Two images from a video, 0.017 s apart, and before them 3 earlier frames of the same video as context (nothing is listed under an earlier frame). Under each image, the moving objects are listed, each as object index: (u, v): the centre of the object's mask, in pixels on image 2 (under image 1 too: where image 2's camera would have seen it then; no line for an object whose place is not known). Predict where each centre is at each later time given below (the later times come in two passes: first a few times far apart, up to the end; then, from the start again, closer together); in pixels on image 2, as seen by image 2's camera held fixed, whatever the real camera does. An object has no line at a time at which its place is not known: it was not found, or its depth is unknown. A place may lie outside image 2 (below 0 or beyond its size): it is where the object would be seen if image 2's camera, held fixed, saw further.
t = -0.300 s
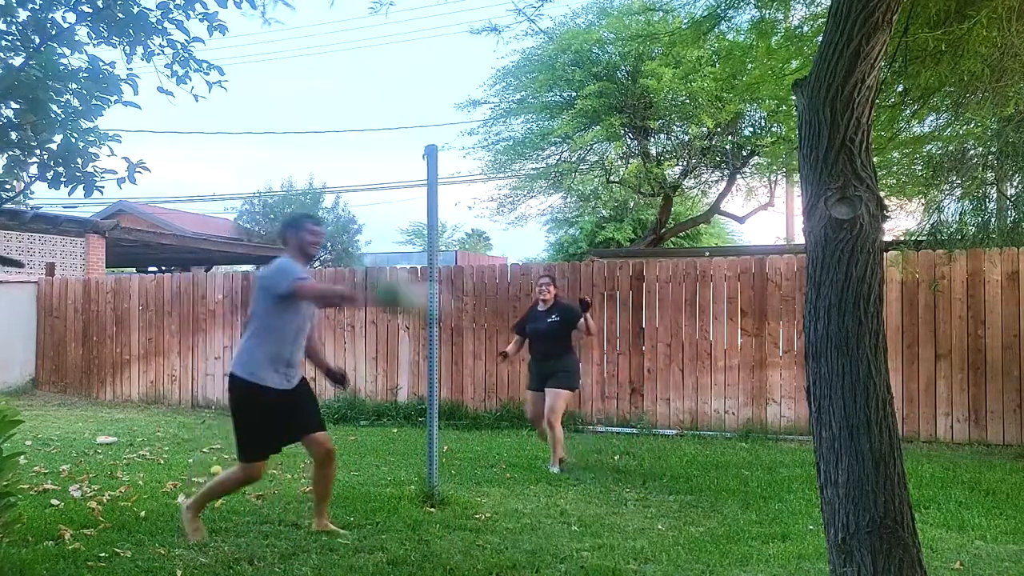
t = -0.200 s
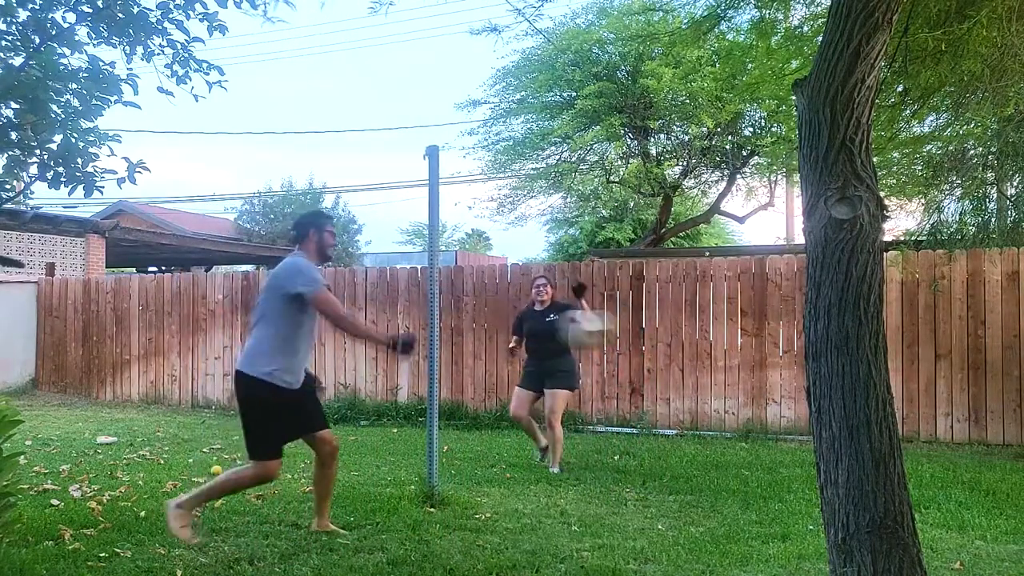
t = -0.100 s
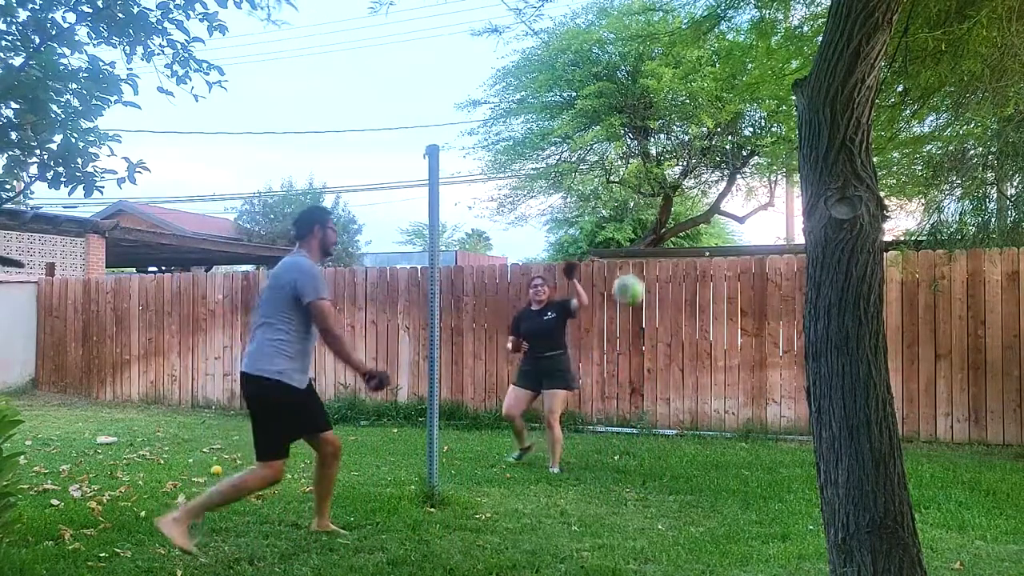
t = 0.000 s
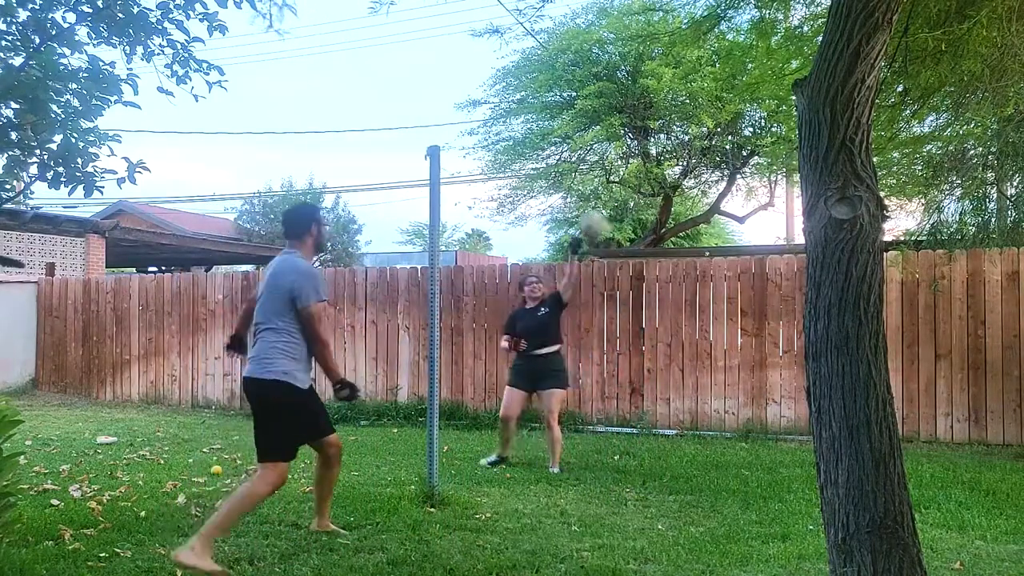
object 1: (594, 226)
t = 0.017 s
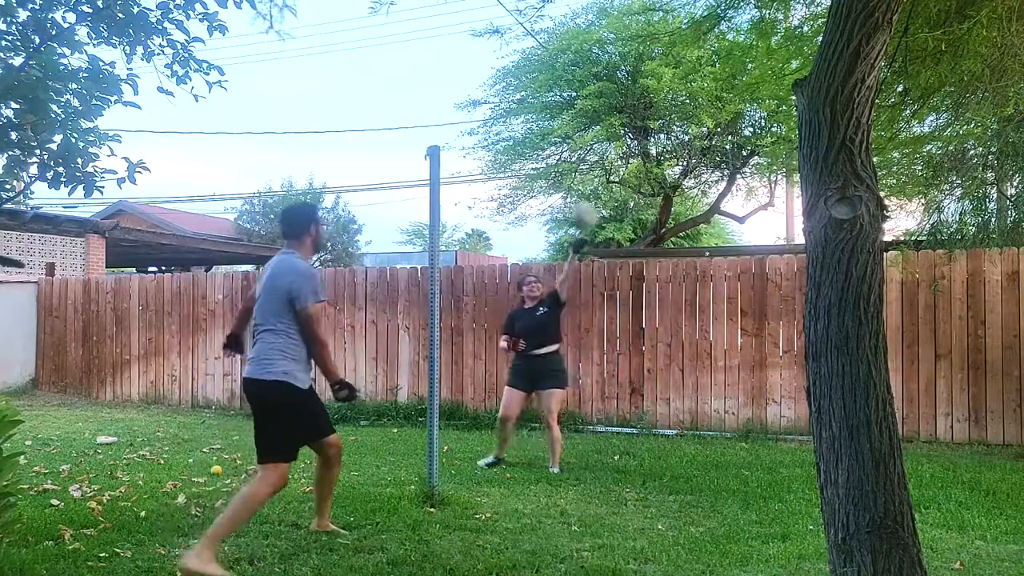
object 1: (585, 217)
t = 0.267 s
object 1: (373, 104)
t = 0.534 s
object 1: (170, 114)
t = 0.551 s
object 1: (162, 121)
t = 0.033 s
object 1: (572, 205)
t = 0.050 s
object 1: (559, 195)
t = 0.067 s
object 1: (548, 184)
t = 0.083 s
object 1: (534, 180)
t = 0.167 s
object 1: (460, 139)
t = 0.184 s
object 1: (446, 132)
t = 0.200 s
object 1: (431, 125)
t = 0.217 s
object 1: (416, 119)
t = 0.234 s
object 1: (402, 113)
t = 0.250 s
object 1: (388, 108)
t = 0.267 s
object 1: (373, 104)
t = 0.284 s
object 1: (359, 101)
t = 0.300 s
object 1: (345, 98)
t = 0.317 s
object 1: (331, 96)
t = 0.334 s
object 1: (317, 94)
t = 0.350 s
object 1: (302, 93)
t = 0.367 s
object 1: (287, 92)
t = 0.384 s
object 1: (273, 91)
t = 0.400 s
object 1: (258, 91)
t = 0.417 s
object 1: (244, 91)
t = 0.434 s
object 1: (230, 91)
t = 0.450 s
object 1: (218, 93)
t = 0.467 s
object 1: (207, 95)
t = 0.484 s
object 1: (197, 99)
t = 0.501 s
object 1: (187, 103)
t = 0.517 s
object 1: (178, 108)
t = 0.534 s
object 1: (170, 114)
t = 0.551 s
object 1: (162, 121)
